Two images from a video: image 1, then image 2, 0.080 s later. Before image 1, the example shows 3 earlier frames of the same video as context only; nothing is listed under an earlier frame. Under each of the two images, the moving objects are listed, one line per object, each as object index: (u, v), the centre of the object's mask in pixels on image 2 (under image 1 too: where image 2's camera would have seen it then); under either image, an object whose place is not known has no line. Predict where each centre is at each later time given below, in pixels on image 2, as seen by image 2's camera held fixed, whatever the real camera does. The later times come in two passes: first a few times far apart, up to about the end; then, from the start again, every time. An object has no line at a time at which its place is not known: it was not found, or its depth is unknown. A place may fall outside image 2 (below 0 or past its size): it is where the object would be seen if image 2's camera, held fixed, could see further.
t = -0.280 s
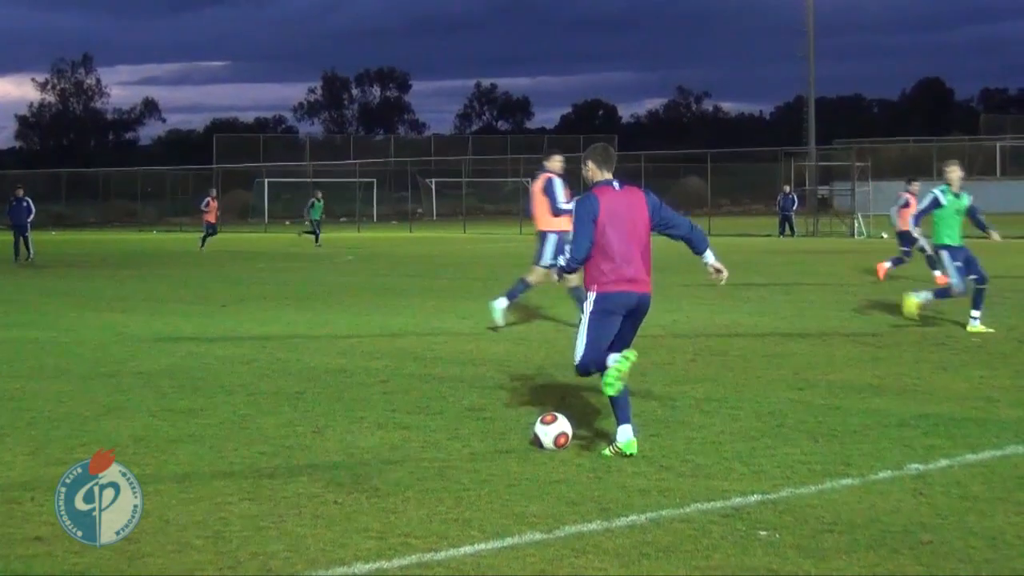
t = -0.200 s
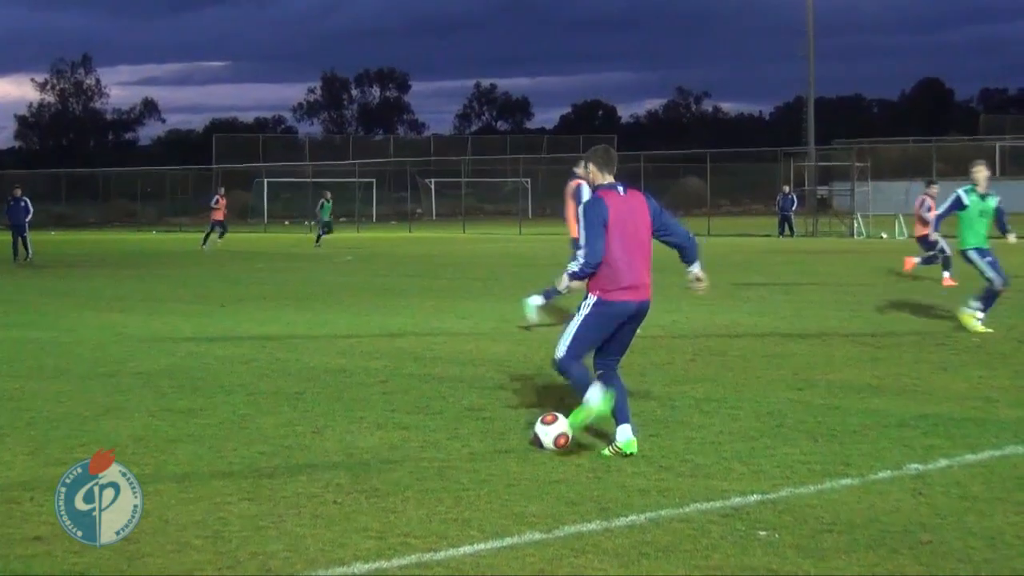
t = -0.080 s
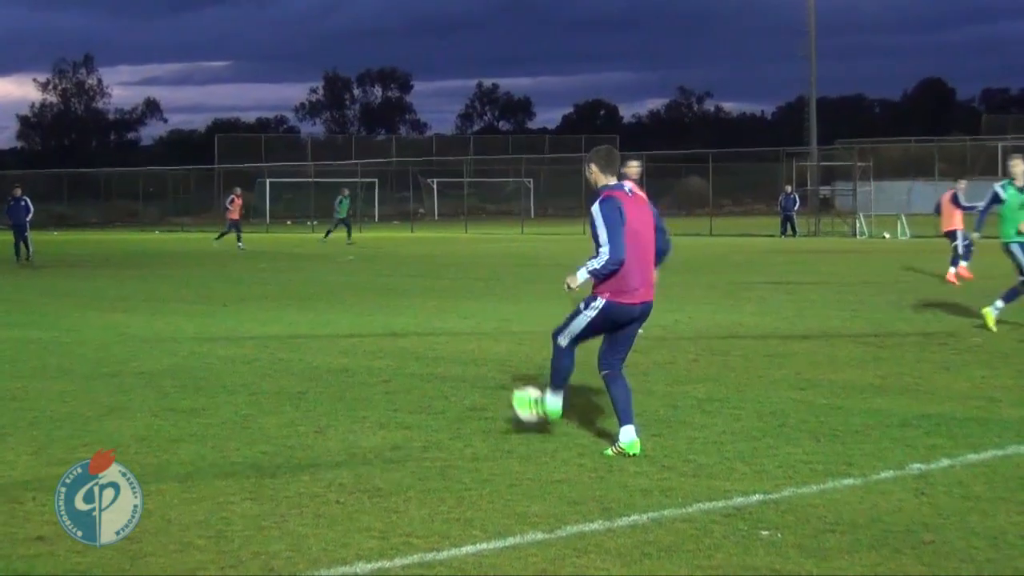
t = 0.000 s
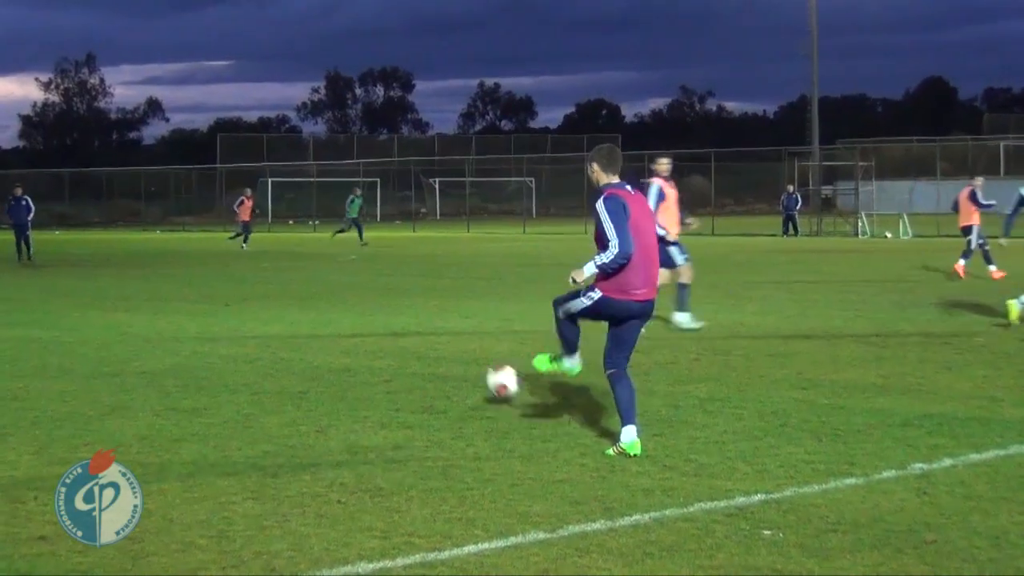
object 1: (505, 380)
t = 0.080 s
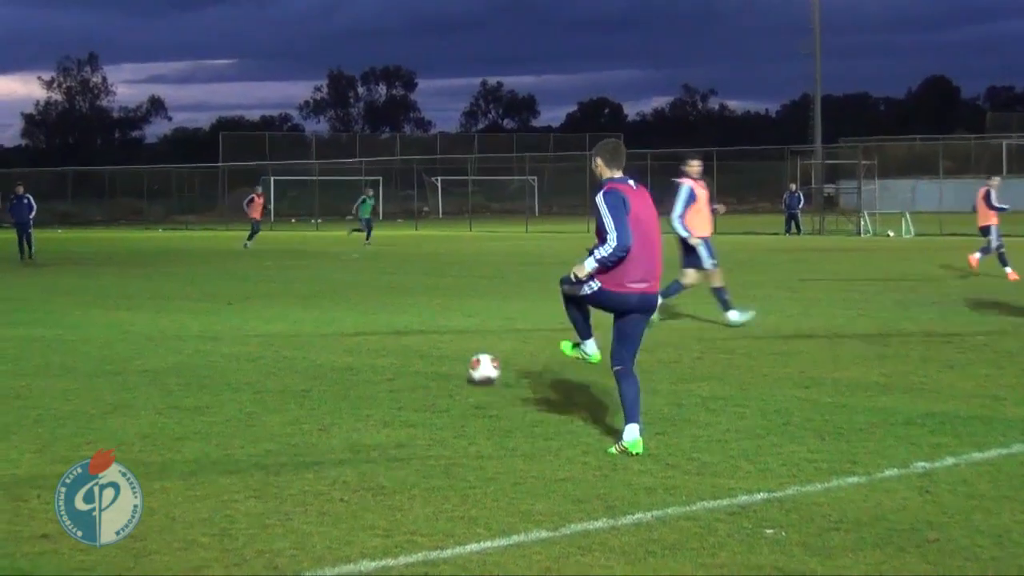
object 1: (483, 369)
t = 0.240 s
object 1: (456, 343)
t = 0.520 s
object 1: (424, 315)
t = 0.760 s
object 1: (411, 304)
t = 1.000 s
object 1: (403, 291)
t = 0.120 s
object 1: (475, 365)
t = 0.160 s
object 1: (467, 357)
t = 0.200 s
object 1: (462, 349)
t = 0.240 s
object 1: (456, 343)
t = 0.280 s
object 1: (450, 339)
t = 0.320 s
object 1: (446, 335)
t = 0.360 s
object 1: (443, 330)
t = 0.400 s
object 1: (438, 325)
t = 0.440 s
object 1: (436, 323)
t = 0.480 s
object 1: (433, 320)
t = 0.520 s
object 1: (424, 315)
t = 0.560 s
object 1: (421, 310)
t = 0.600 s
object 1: (419, 306)
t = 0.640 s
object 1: (418, 304)
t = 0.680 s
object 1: (415, 304)
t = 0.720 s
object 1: (413, 305)
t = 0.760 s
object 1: (411, 304)
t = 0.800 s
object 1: (410, 301)
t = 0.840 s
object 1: (408, 299)
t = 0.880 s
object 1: (407, 298)
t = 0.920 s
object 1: (406, 296)
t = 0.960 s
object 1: (404, 293)
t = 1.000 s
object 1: (403, 291)
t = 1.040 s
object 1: (402, 292)
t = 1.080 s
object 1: (401, 291)
